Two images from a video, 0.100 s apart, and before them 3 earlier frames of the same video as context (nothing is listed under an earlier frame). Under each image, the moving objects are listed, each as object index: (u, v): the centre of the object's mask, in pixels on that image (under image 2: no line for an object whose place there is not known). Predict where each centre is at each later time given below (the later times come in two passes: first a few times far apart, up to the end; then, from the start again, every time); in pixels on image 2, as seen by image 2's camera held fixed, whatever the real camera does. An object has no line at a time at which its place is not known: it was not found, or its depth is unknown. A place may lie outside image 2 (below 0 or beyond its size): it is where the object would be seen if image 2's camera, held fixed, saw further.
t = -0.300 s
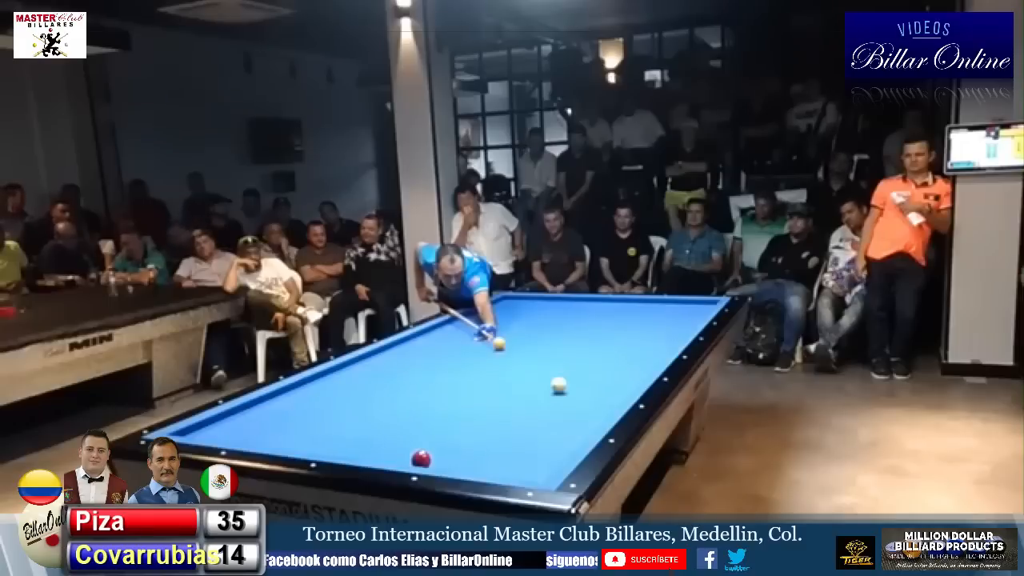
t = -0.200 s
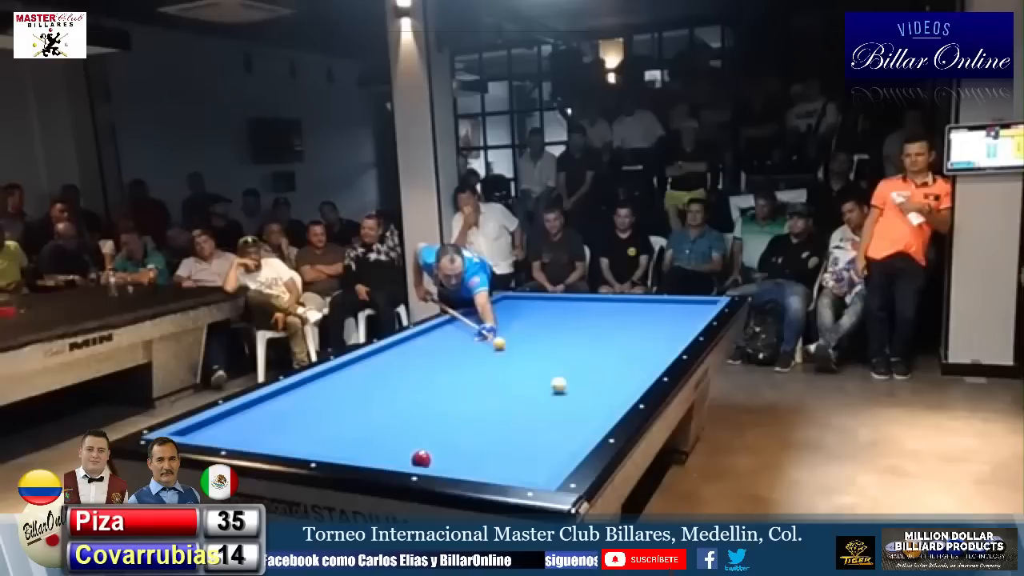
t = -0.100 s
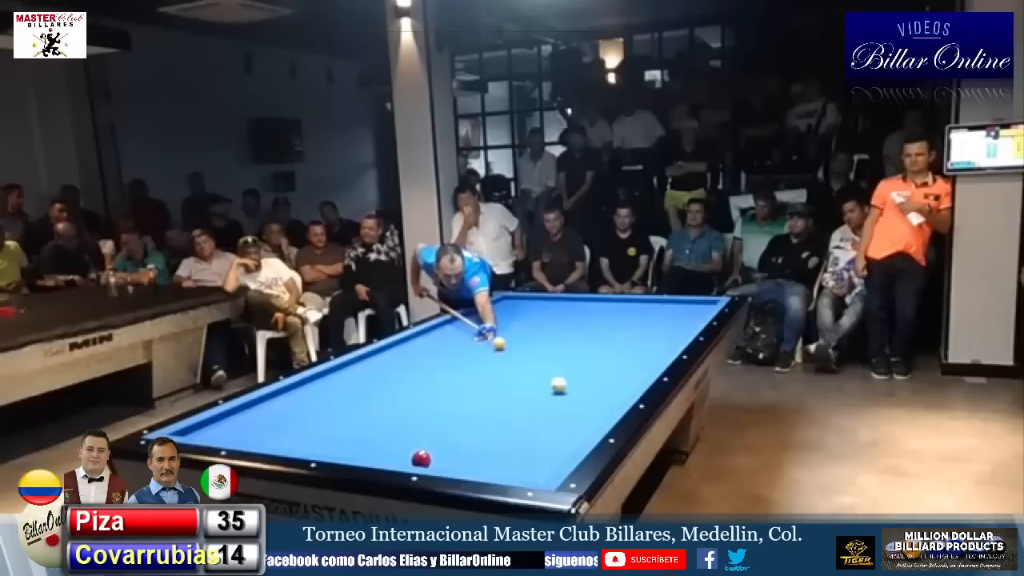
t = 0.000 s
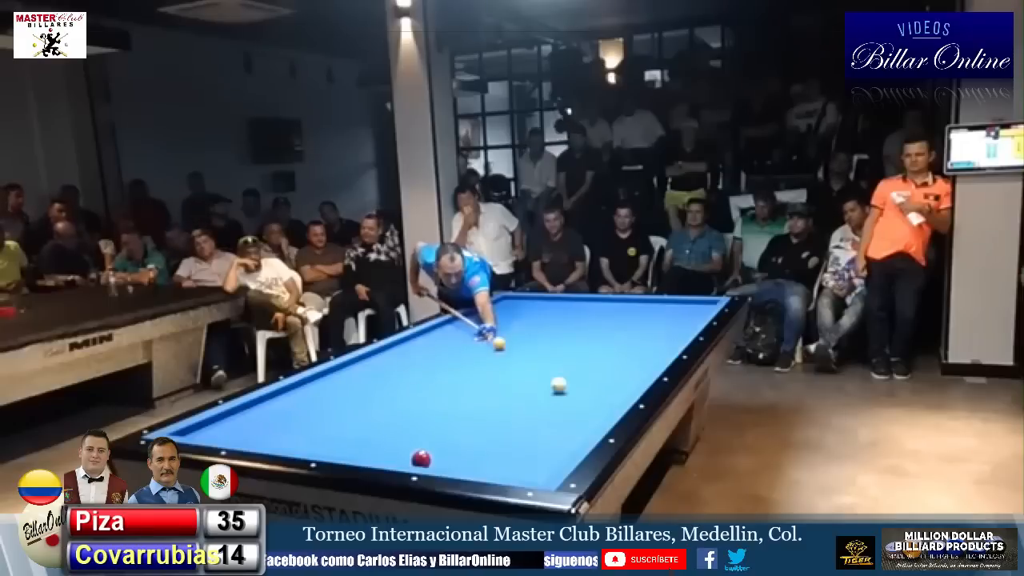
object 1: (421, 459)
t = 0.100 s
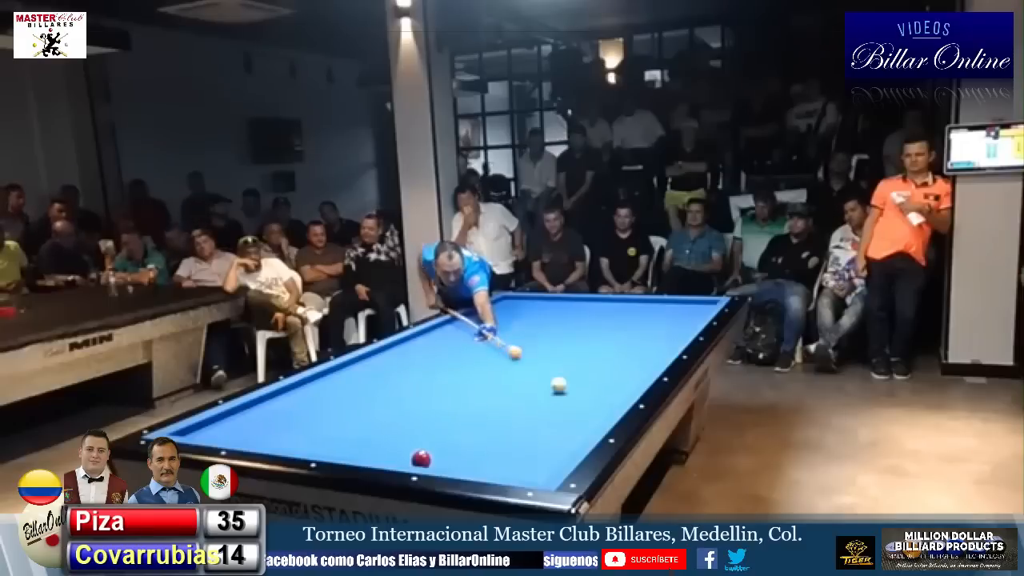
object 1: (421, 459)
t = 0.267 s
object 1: (421, 459)
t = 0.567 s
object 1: (421, 458)
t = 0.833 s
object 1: (421, 459)
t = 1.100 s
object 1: (421, 459)
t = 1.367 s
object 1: (421, 459)
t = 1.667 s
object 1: (421, 459)
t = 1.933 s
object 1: (421, 459)
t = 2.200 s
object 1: (421, 458)
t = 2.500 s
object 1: (427, 460)
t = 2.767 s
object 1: (443, 457)
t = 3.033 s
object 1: (457, 451)
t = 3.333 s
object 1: (472, 445)
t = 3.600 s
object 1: (482, 441)
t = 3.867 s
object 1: (494, 436)
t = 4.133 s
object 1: (503, 433)
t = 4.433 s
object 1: (513, 429)
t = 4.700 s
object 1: (520, 426)
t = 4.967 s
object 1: (527, 423)
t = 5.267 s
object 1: (533, 420)
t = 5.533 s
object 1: (538, 419)
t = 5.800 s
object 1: (542, 417)
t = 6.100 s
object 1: (547, 415)
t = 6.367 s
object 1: (549, 414)
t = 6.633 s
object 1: (552, 413)
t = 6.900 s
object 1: (554, 413)
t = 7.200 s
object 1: (554, 412)
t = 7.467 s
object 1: (555, 412)
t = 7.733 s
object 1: (555, 411)
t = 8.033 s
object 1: (555, 412)
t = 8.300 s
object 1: (555, 411)
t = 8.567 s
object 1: (555, 411)
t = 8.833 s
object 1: (555, 411)
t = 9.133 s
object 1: (555, 411)
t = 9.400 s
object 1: (555, 411)
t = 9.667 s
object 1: (555, 411)
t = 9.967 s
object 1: (555, 411)
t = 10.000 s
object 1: (555, 411)
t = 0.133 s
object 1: (421, 459)
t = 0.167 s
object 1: (421, 458)
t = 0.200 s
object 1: (421, 459)
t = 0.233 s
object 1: (421, 459)
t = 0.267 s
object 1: (421, 459)
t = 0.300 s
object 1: (421, 459)
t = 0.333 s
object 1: (421, 459)
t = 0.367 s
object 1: (421, 459)
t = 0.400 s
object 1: (421, 459)
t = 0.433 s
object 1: (421, 459)
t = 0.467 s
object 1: (421, 459)
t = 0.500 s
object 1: (421, 459)
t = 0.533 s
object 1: (421, 459)
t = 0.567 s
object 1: (421, 458)
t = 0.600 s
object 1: (421, 458)
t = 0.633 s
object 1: (421, 459)
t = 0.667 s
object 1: (421, 459)
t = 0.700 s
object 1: (421, 459)
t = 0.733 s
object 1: (421, 459)
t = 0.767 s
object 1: (421, 458)
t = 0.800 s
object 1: (421, 458)
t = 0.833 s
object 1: (421, 459)
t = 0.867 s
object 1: (421, 459)
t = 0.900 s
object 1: (421, 459)
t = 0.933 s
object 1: (421, 459)
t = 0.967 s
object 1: (421, 458)
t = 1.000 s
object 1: (421, 459)
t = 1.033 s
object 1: (421, 459)
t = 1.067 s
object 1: (421, 459)
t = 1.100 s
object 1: (421, 459)
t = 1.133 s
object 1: (421, 459)
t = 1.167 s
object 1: (421, 459)
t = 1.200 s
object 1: (421, 459)
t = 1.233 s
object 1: (421, 459)
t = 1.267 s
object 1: (421, 459)
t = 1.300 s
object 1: (421, 459)
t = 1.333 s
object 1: (421, 459)
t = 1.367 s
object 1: (421, 459)
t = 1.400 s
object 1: (421, 459)
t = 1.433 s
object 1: (421, 459)
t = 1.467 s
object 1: (421, 459)
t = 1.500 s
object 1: (421, 459)
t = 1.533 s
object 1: (421, 459)
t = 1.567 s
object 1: (421, 459)
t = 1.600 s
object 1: (421, 459)
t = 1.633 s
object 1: (421, 459)
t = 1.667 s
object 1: (421, 459)
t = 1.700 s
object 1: (421, 459)
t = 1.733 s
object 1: (421, 459)
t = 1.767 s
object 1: (421, 459)
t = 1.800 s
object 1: (421, 459)
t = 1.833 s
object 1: (421, 459)
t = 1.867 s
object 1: (421, 459)
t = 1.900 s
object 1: (421, 459)
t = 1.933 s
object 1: (421, 459)
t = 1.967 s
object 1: (421, 459)
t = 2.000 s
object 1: (421, 459)
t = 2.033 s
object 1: (421, 459)
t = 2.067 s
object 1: (421, 459)
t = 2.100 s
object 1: (421, 459)
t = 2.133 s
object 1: (421, 458)
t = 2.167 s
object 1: (421, 459)
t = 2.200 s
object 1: (421, 458)
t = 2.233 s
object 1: (421, 458)
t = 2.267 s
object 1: (422, 458)
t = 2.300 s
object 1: (424, 459)
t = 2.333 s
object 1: (420, 460)
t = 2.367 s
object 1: (419, 461)
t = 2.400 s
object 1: (421, 460)
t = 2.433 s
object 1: (423, 460)
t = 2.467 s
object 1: (425, 460)
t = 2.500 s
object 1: (427, 460)
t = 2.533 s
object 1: (429, 459)
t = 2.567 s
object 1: (431, 459)
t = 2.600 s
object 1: (433, 459)
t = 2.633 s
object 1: (435, 458)
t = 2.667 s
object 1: (437, 458)
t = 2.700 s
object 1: (439, 458)
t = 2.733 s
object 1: (441, 458)
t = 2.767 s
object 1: (443, 457)
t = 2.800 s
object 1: (444, 457)
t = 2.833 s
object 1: (446, 456)
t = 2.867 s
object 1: (449, 455)
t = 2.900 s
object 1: (450, 455)
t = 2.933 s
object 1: (452, 454)
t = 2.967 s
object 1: (453, 453)
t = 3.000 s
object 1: (455, 451)
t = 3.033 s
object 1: (457, 451)
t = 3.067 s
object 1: (459, 450)
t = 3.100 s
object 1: (460, 449)
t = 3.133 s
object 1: (462, 449)
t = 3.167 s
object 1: (464, 448)
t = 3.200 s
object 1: (465, 447)
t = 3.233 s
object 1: (467, 447)
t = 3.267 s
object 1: (469, 446)
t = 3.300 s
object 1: (470, 446)
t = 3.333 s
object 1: (472, 445)
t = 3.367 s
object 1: (472, 445)
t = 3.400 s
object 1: (473, 445)
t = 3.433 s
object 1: (475, 444)
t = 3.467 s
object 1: (476, 443)
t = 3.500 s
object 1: (478, 442)
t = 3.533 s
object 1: (479, 442)
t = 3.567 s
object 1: (481, 441)
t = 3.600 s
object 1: (482, 441)
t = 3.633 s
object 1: (483, 440)
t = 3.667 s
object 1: (485, 439)
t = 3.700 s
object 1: (486, 438)
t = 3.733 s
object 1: (487, 437)
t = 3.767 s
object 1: (489, 435)
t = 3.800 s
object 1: (491, 435)
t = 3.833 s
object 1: (492, 435)
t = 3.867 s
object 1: (494, 436)
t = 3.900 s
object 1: (494, 436)
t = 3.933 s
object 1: (496, 436)
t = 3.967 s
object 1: (497, 435)
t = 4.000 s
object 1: (498, 435)
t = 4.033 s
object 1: (499, 434)
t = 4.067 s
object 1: (501, 434)
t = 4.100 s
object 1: (502, 433)
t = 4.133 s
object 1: (503, 433)
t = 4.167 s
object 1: (504, 432)
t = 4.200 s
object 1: (505, 432)
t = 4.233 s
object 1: (506, 432)
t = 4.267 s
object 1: (507, 431)
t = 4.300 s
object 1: (508, 431)
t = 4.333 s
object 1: (509, 430)
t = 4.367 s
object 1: (510, 430)
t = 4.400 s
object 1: (511, 430)
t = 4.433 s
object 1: (513, 429)
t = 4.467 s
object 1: (513, 429)
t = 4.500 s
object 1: (514, 428)
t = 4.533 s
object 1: (515, 428)
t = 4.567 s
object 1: (516, 427)
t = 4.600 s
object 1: (517, 427)
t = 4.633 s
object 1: (518, 427)
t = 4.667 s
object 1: (519, 426)
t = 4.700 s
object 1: (520, 426)
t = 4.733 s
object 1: (521, 425)
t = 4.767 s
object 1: (522, 425)
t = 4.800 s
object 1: (522, 425)
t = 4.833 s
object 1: (523, 425)
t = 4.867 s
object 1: (524, 424)
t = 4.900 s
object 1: (525, 424)
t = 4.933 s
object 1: (526, 424)
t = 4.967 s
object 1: (527, 423)
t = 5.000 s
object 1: (527, 423)
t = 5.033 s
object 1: (528, 423)
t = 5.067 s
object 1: (529, 422)
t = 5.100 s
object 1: (530, 422)
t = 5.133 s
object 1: (530, 422)
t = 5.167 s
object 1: (531, 422)
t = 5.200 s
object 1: (531, 421)
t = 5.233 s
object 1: (532, 421)
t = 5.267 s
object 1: (533, 420)
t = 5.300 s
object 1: (534, 420)
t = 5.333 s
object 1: (534, 420)
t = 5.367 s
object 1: (535, 420)
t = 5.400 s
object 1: (536, 420)
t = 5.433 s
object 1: (536, 420)
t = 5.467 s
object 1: (537, 419)
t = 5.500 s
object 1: (538, 419)
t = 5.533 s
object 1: (538, 419)
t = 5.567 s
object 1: (539, 418)
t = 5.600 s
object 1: (539, 418)
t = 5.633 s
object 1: (540, 418)
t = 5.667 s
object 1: (540, 418)
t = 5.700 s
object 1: (541, 418)
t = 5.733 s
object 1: (541, 418)
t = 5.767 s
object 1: (542, 417)
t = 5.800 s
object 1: (542, 417)
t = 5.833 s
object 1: (543, 417)
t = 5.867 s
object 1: (543, 417)
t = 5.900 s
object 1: (544, 417)
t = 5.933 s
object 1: (544, 416)
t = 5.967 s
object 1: (545, 416)
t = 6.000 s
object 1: (545, 416)
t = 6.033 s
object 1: (545, 416)
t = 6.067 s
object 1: (546, 415)
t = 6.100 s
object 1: (547, 415)
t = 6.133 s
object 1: (547, 415)
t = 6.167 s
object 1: (547, 415)
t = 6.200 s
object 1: (548, 415)
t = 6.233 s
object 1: (548, 414)
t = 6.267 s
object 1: (548, 414)
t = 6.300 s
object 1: (549, 414)
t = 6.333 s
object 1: (549, 414)
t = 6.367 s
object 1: (549, 414)
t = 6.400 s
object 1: (550, 414)
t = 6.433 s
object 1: (550, 414)
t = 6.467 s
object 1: (551, 414)
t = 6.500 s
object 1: (551, 414)
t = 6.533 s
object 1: (551, 414)
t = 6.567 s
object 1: (551, 413)
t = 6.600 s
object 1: (552, 413)
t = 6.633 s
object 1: (552, 413)
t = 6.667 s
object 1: (552, 413)
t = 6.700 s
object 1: (552, 413)
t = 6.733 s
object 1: (553, 413)
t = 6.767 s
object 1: (553, 413)
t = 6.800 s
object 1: (553, 413)
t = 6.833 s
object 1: (553, 413)
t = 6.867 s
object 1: (553, 413)
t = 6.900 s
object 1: (554, 413)
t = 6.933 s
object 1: (554, 412)
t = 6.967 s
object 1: (554, 412)
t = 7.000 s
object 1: (554, 412)
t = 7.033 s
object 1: (554, 412)
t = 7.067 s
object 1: (554, 412)
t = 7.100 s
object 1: (554, 412)
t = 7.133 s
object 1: (554, 412)
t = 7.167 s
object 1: (554, 412)
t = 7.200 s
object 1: (554, 412)
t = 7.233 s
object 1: (554, 412)
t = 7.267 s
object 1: (554, 412)
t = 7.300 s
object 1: (554, 412)
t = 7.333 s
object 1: (554, 412)
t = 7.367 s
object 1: (554, 412)
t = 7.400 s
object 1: (554, 412)
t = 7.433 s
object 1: (555, 411)
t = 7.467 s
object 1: (555, 412)
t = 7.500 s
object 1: (555, 412)
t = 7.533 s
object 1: (555, 412)
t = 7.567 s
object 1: (555, 411)
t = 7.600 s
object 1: (555, 411)
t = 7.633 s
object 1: (555, 411)
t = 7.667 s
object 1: (555, 411)
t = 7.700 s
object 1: (555, 411)
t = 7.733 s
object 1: (555, 411)
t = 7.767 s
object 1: (555, 411)
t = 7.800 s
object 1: (555, 411)
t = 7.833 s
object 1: (555, 411)
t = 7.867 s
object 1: (555, 411)
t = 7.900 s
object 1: (555, 411)
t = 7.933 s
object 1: (555, 411)
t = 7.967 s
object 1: (555, 411)
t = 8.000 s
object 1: (555, 411)
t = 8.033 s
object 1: (555, 412)
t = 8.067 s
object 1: (555, 412)
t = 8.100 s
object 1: (555, 412)
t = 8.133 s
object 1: (555, 411)
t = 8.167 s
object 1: (555, 411)
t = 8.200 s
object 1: (555, 411)
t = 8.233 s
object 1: (555, 411)
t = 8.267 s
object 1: (555, 411)
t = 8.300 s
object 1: (555, 411)
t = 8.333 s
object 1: (555, 411)
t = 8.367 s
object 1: (555, 411)
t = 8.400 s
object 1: (555, 411)
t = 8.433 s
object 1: (555, 411)
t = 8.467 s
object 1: (555, 411)
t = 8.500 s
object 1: (555, 411)
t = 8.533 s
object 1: (555, 411)
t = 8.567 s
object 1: (555, 411)
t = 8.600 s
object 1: (555, 411)
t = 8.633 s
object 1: (555, 411)
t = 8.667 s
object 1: (555, 411)
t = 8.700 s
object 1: (555, 411)
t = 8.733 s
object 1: (555, 411)
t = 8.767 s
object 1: (555, 411)
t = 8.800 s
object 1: (555, 411)
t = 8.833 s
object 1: (555, 411)
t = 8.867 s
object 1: (555, 411)
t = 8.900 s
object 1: (555, 411)
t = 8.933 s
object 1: (555, 411)
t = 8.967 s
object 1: (555, 411)
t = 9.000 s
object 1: (555, 411)
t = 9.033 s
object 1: (555, 411)
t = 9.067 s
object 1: (555, 411)
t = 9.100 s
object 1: (555, 411)
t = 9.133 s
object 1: (555, 411)
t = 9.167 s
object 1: (555, 411)
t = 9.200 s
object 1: (555, 411)
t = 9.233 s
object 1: (555, 411)
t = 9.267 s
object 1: (555, 411)
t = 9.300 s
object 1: (555, 411)
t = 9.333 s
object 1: (555, 411)
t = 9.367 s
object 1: (555, 411)
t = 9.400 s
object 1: (555, 411)
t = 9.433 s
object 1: (555, 411)
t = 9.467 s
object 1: (555, 411)
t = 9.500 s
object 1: (555, 411)
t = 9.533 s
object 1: (555, 411)
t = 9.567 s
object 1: (555, 411)
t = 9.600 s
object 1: (555, 411)
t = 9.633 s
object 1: (555, 411)
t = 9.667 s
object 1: (555, 411)
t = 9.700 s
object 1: (555, 411)
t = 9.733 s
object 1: (555, 411)
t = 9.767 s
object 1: (555, 411)
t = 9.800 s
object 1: (555, 411)
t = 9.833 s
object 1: (555, 411)
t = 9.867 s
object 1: (555, 411)
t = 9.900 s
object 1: (555, 411)
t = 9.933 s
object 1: (555, 411)
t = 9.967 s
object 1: (555, 411)
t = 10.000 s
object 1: (555, 411)
